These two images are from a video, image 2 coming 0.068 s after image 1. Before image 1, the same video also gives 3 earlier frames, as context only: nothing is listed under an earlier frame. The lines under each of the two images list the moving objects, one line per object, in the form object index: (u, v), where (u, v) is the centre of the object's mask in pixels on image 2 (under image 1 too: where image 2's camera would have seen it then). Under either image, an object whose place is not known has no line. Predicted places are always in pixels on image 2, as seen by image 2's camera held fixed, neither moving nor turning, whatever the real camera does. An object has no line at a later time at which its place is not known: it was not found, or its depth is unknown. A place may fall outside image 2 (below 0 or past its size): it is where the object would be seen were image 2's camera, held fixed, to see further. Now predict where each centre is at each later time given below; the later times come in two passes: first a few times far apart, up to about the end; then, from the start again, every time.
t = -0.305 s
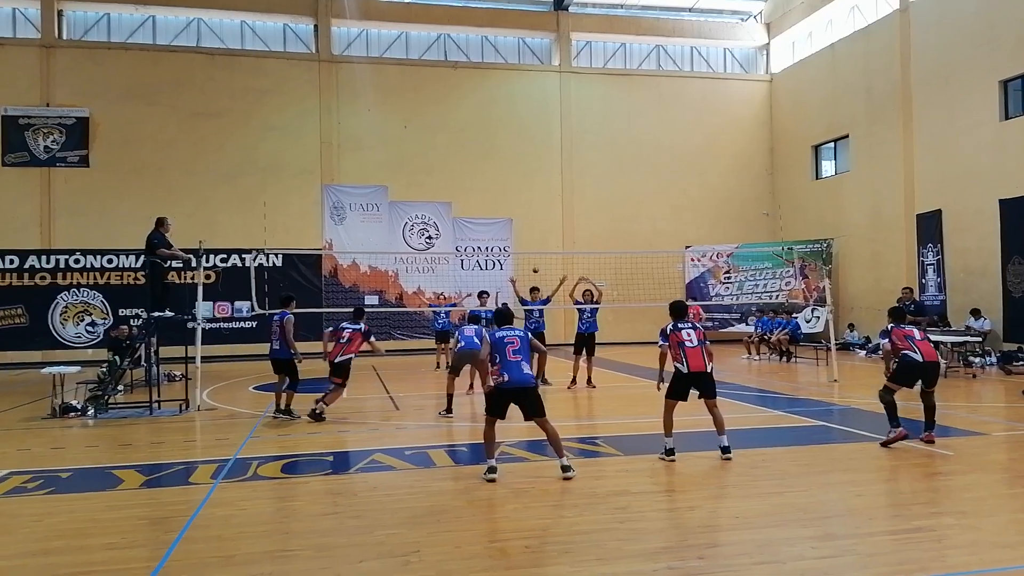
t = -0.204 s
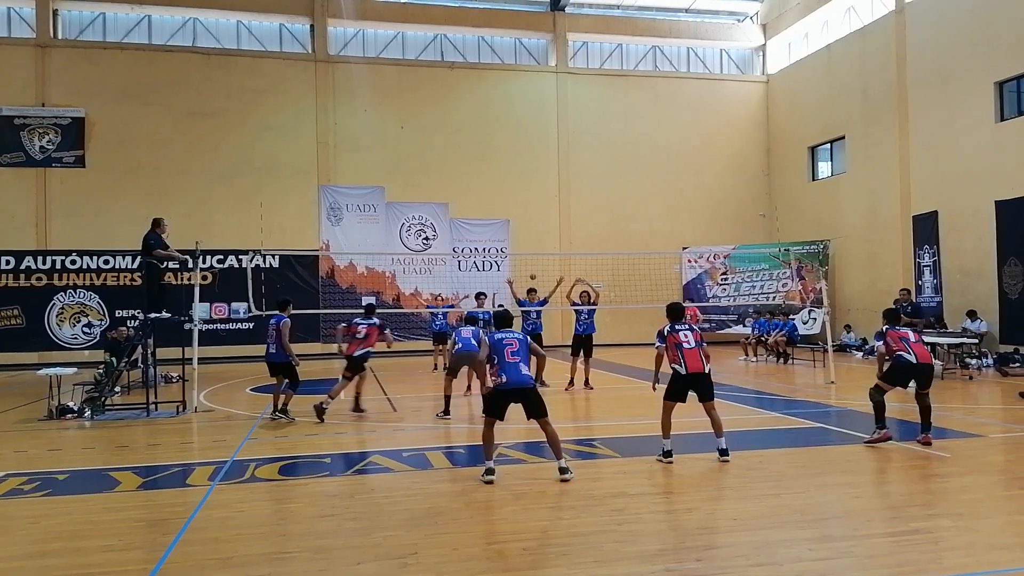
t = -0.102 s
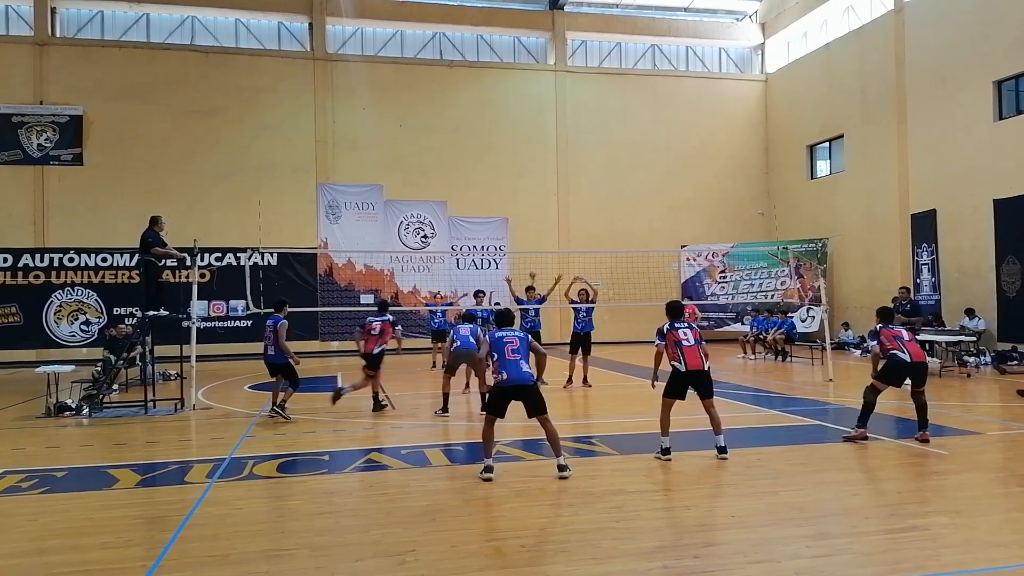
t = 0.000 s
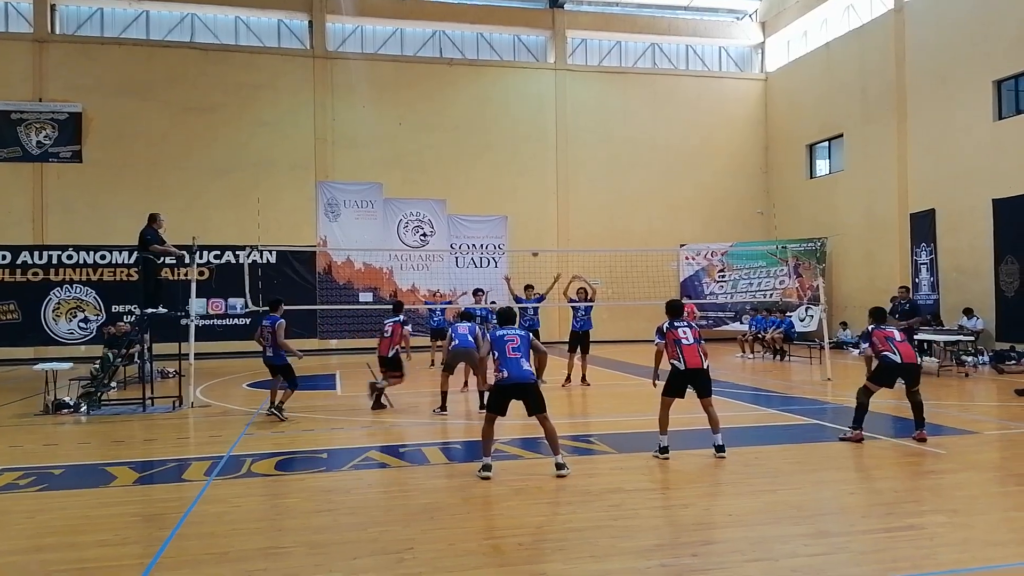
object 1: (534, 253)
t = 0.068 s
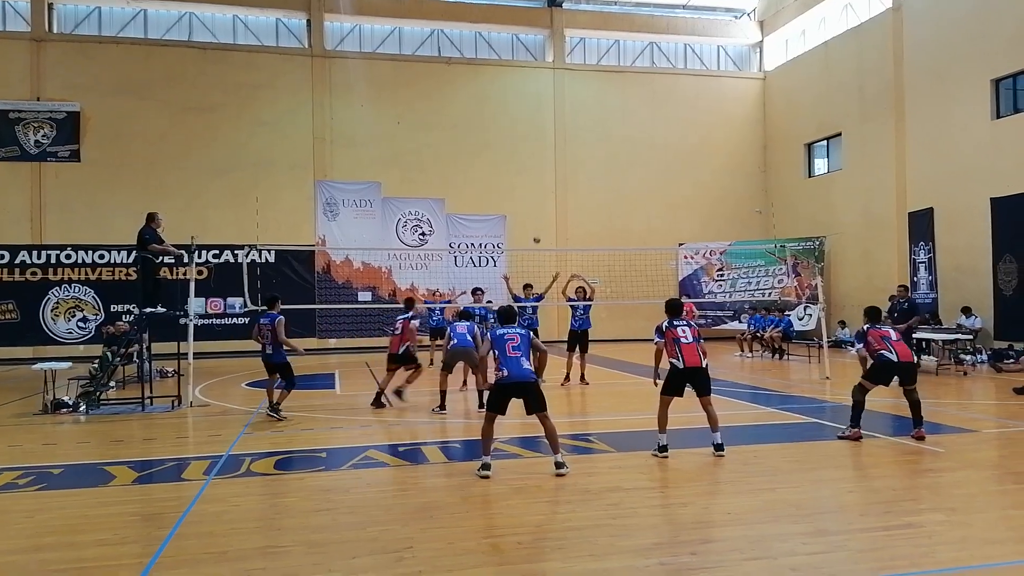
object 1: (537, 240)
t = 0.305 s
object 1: (551, 202)
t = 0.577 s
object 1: (579, 176)
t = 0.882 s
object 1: (628, 185)
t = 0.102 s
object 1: (538, 233)
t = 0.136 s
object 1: (540, 228)
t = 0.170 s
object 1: (542, 222)
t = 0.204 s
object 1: (544, 217)
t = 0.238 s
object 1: (546, 212)
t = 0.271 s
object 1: (549, 207)
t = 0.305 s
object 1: (551, 202)
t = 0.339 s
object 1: (555, 198)
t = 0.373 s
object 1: (557, 195)
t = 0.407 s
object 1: (560, 190)
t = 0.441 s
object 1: (564, 187)
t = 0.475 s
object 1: (568, 183)
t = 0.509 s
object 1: (572, 181)
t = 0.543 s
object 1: (576, 178)
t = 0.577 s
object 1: (579, 176)
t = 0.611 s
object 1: (583, 175)
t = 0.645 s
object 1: (589, 174)
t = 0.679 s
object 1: (593, 173)
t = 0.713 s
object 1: (599, 174)
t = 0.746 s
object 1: (604, 174)
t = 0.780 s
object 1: (610, 176)
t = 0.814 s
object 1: (616, 178)
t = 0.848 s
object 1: (622, 182)
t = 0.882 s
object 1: (628, 185)
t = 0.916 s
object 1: (635, 191)
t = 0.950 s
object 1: (642, 198)
